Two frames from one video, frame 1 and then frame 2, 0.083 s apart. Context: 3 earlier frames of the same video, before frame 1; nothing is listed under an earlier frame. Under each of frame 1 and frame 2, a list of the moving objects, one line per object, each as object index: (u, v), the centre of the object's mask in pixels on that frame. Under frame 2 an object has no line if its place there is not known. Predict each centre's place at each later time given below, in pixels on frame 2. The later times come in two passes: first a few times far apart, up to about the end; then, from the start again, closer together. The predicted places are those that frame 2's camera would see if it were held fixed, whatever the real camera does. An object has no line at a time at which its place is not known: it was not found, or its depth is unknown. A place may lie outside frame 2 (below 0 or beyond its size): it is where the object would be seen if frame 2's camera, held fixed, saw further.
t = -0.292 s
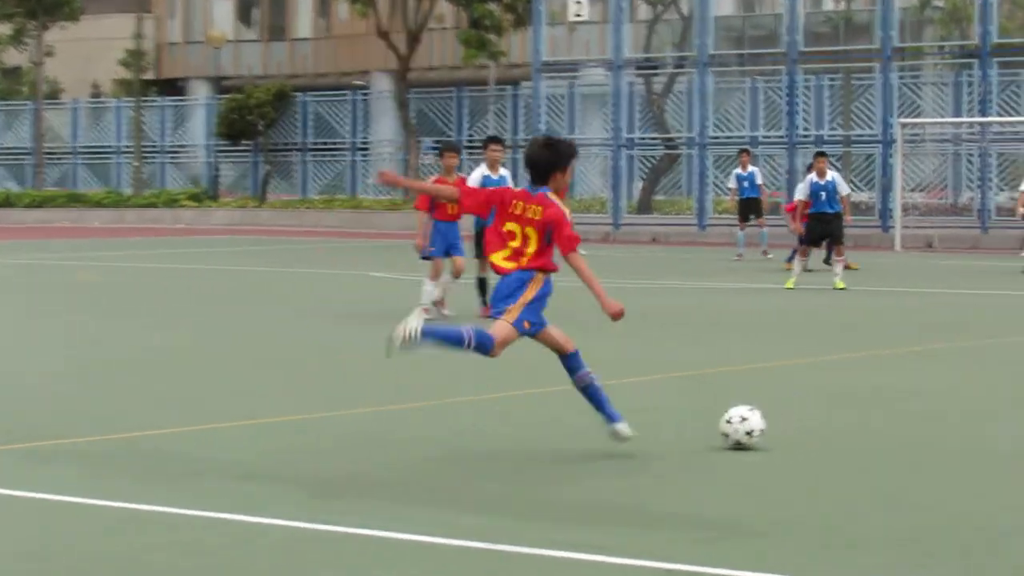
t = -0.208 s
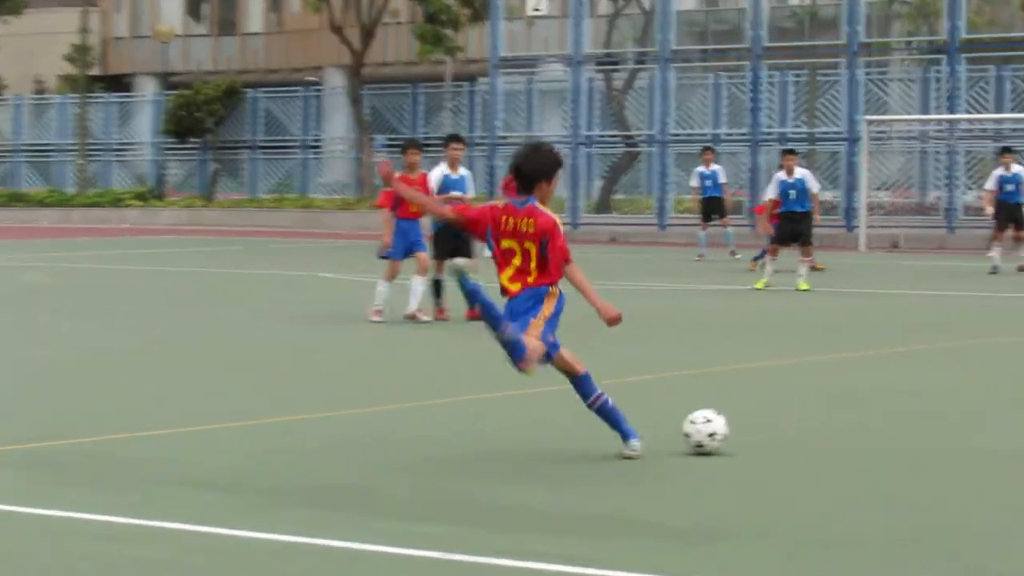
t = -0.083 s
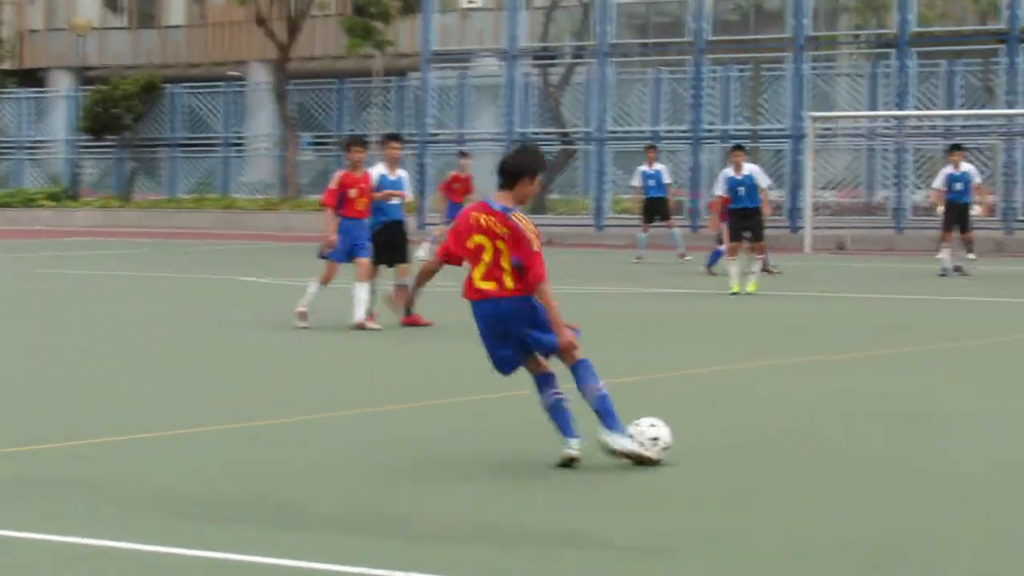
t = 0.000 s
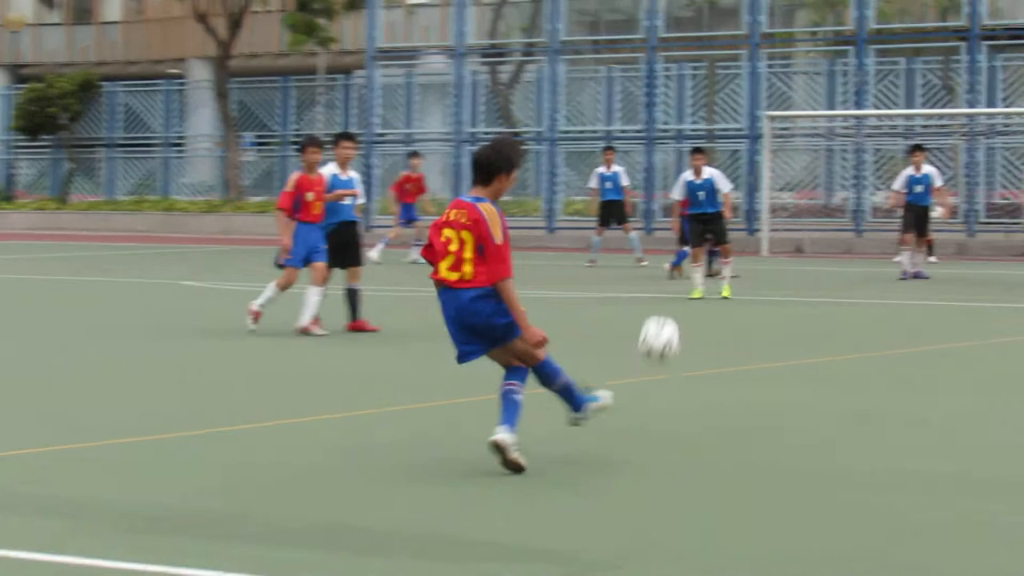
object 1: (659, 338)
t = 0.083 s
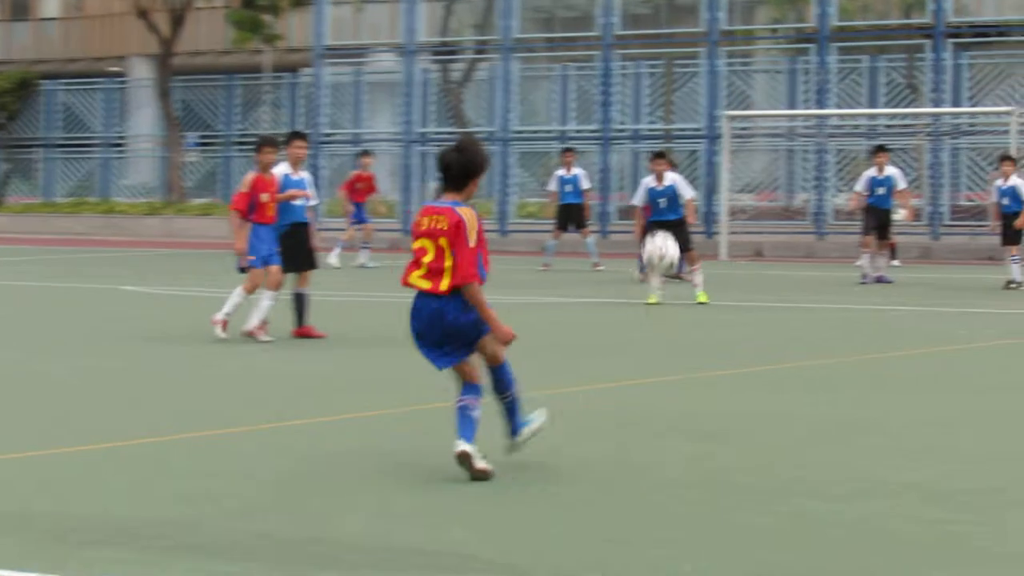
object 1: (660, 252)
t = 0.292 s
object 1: (720, 116)
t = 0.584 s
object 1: (731, 56)
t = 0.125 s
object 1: (677, 220)
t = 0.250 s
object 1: (713, 135)
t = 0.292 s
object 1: (720, 116)
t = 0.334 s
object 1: (725, 101)
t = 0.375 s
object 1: (730, 88)
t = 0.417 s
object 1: (732, 78)
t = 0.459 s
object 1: (733, 68)
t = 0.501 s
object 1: (734, 62)
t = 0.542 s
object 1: (733, 58)
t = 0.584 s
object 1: (731, 56)
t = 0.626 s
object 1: (729, 56)
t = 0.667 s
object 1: (728, 56)
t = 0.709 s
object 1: (726, 59)
